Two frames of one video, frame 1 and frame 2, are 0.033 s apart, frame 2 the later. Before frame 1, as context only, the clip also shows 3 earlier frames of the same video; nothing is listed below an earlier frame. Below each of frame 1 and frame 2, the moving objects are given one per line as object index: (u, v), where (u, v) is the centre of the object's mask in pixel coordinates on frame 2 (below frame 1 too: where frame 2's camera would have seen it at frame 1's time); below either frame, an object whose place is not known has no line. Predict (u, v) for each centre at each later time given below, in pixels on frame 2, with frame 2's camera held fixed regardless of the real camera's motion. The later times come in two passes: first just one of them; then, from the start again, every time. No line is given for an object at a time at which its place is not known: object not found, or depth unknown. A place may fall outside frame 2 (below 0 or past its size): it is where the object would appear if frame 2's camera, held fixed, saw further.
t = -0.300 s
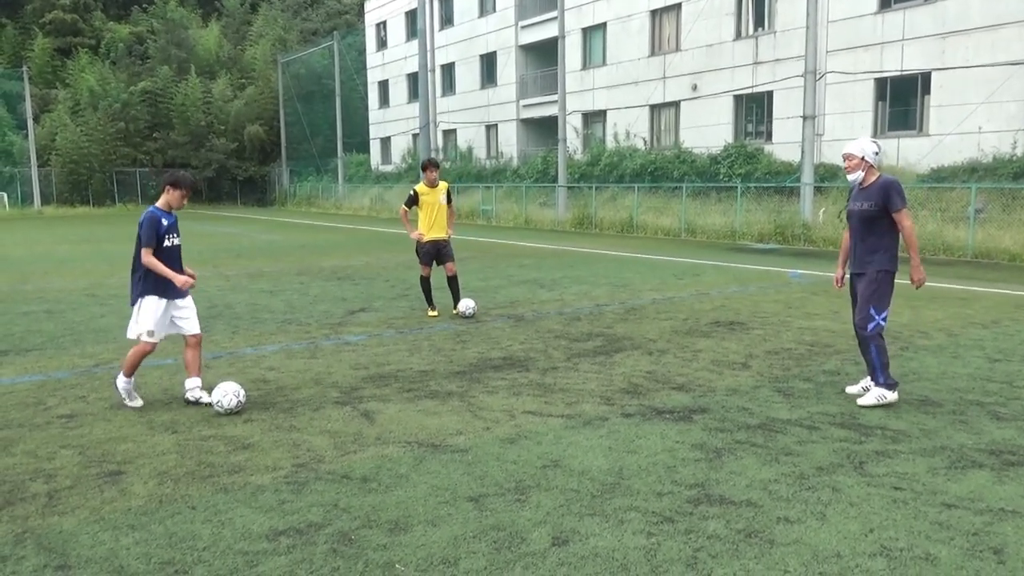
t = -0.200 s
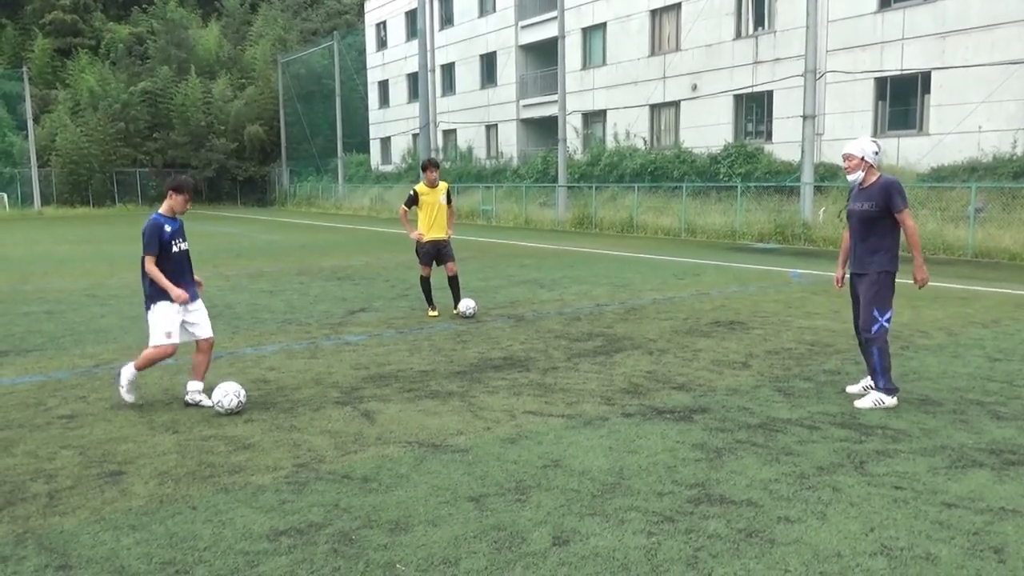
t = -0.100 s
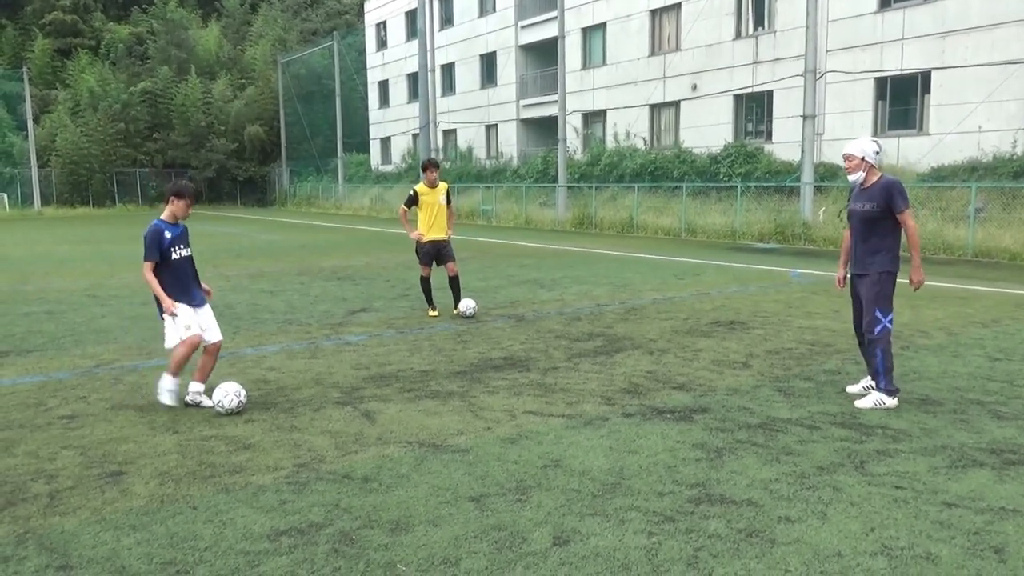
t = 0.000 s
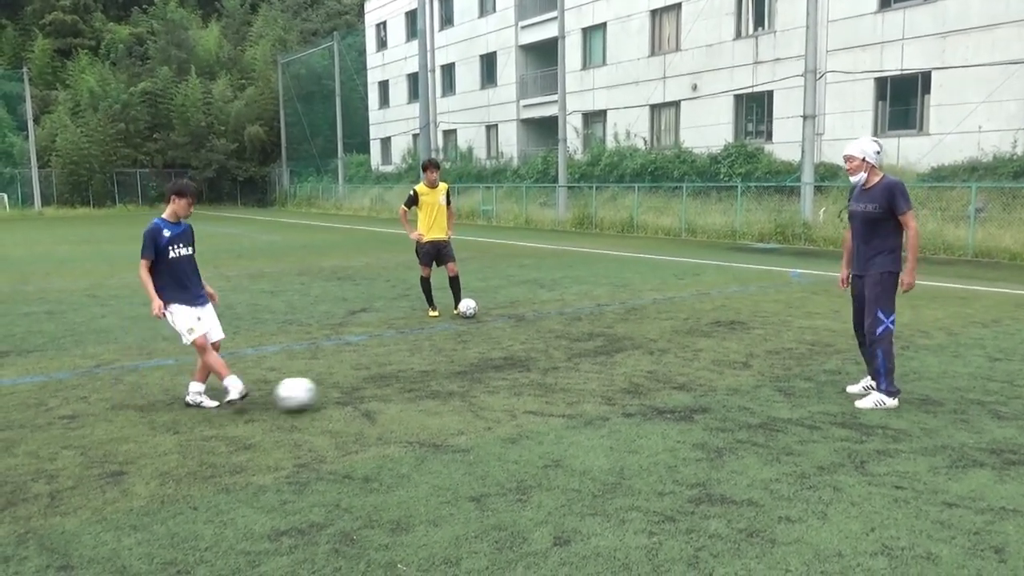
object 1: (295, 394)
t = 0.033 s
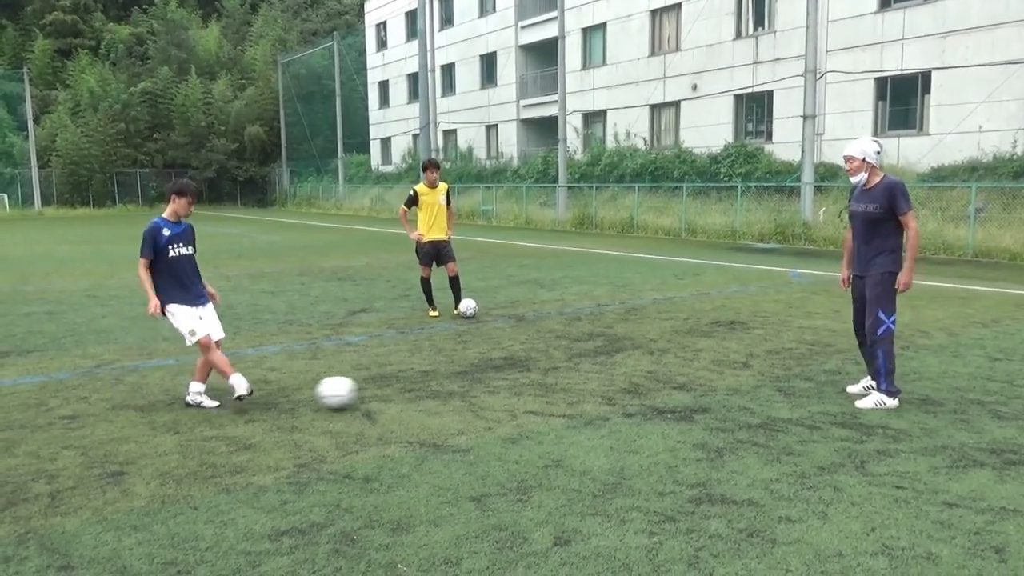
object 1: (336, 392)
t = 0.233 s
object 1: (560, 386)
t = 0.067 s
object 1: (376, 393)
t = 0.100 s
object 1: (416, 392)
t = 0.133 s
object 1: (454, 390)
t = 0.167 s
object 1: (490, 389)
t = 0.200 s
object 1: (527, 388)
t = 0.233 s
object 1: (560, 386)
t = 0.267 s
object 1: (594, 385)
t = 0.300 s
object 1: (627, 385)
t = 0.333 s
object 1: (659, 384)
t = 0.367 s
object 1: (689, 381)
